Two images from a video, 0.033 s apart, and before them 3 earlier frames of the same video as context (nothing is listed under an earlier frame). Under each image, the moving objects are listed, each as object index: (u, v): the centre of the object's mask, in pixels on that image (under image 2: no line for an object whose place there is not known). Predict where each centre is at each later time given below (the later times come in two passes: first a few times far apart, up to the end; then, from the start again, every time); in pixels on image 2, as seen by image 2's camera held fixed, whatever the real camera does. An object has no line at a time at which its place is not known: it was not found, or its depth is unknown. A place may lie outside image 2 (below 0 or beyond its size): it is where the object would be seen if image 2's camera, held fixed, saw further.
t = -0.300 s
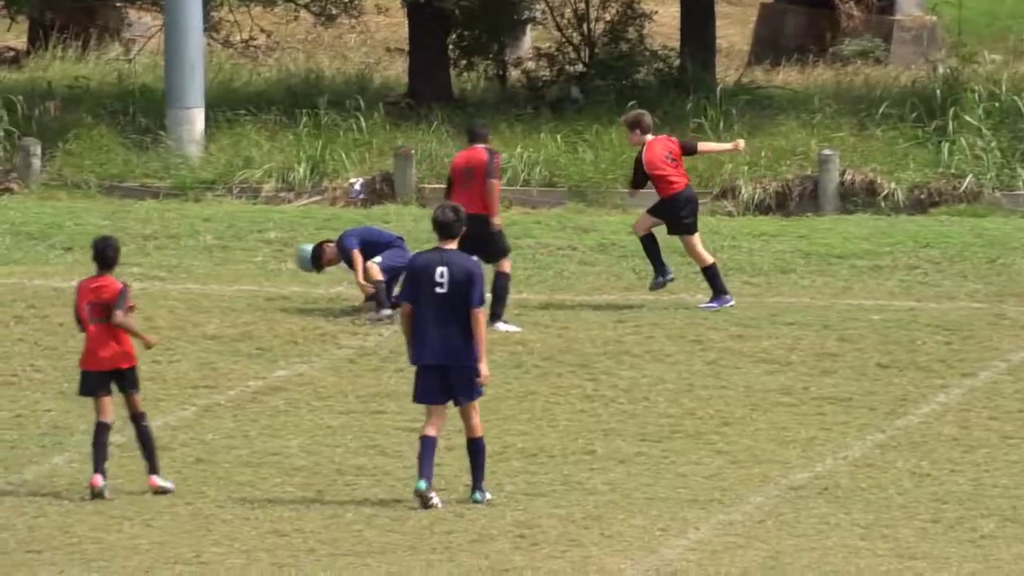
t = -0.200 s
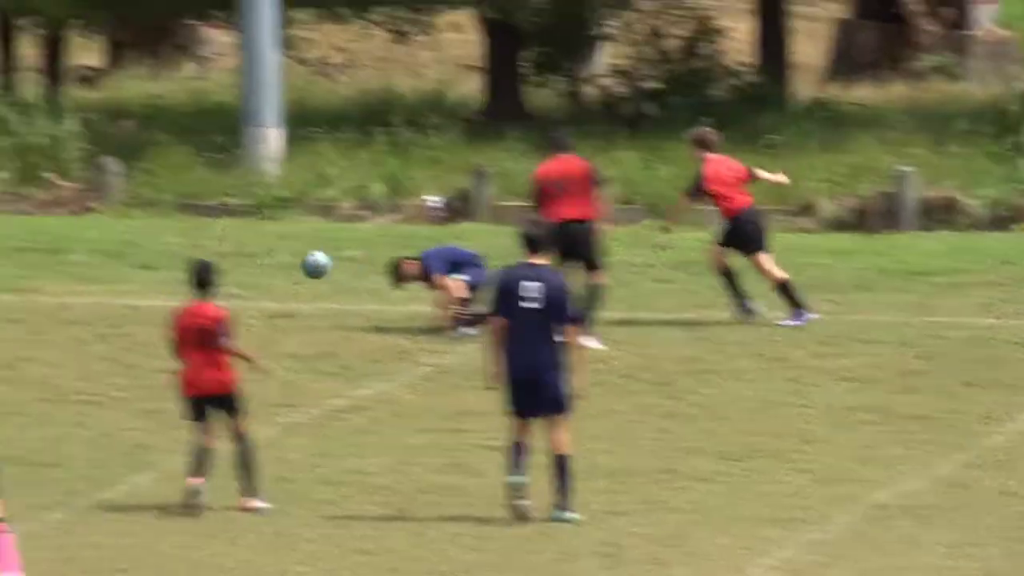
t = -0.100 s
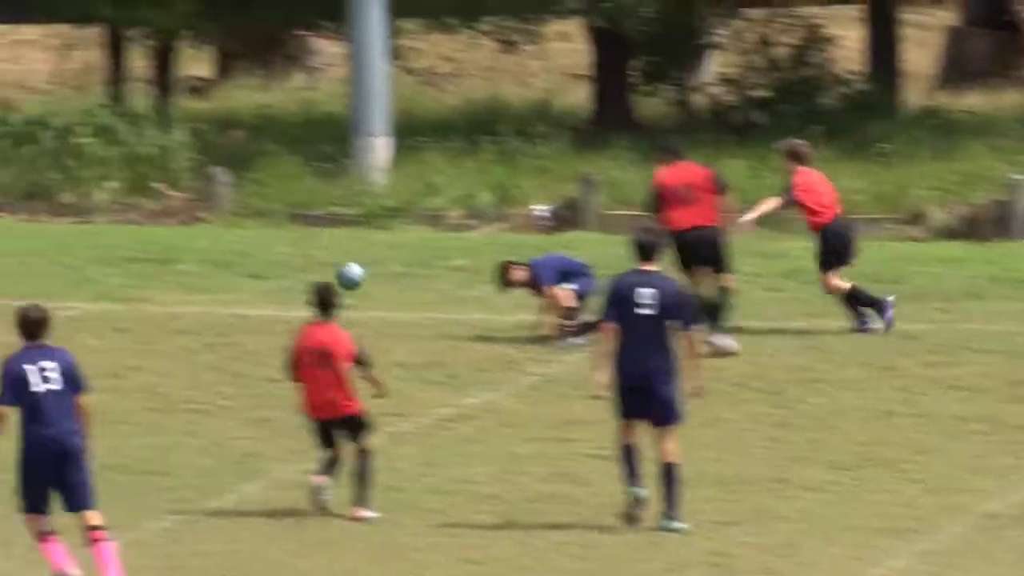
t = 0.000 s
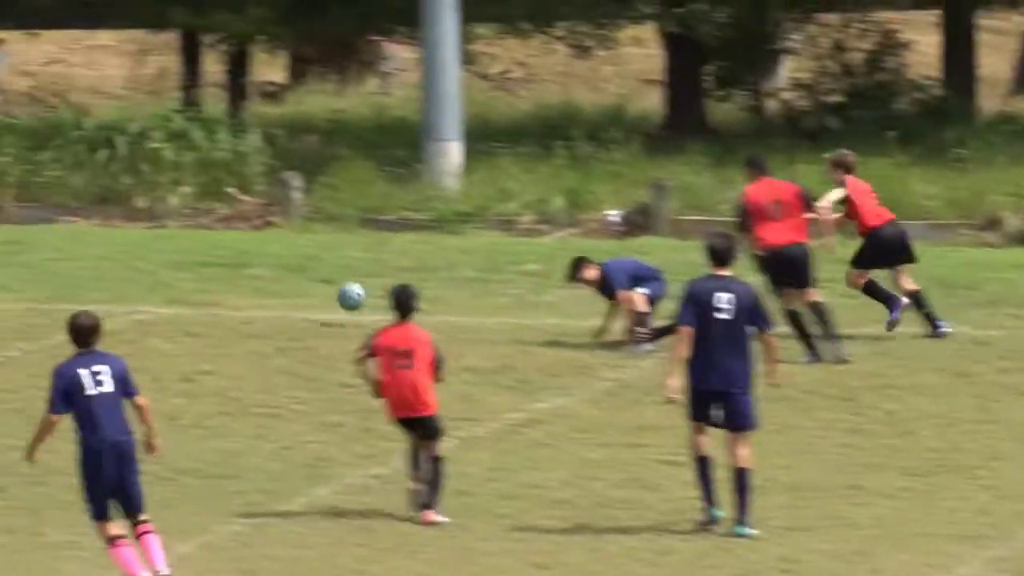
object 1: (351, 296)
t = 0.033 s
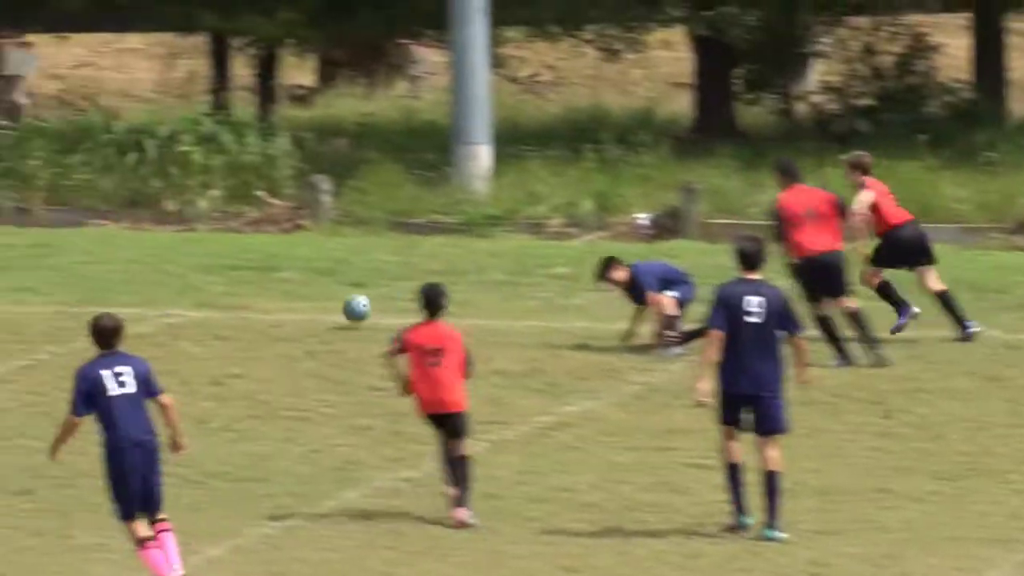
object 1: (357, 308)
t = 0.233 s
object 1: (226, 299)
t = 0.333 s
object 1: (162, 305)
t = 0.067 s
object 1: (333, 317)
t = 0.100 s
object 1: (312, 313)
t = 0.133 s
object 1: (290, 307)
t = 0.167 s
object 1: (268, 303)
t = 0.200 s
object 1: (248, 301)
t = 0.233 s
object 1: (226, 299)
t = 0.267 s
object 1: (205, 299)
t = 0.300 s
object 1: (183, 301)
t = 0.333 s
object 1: (162, 305)
